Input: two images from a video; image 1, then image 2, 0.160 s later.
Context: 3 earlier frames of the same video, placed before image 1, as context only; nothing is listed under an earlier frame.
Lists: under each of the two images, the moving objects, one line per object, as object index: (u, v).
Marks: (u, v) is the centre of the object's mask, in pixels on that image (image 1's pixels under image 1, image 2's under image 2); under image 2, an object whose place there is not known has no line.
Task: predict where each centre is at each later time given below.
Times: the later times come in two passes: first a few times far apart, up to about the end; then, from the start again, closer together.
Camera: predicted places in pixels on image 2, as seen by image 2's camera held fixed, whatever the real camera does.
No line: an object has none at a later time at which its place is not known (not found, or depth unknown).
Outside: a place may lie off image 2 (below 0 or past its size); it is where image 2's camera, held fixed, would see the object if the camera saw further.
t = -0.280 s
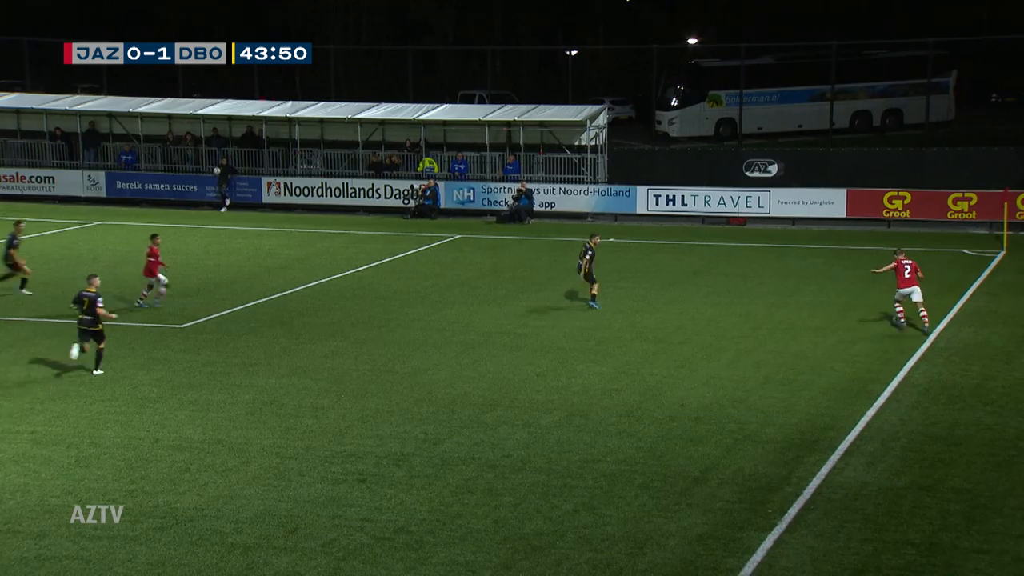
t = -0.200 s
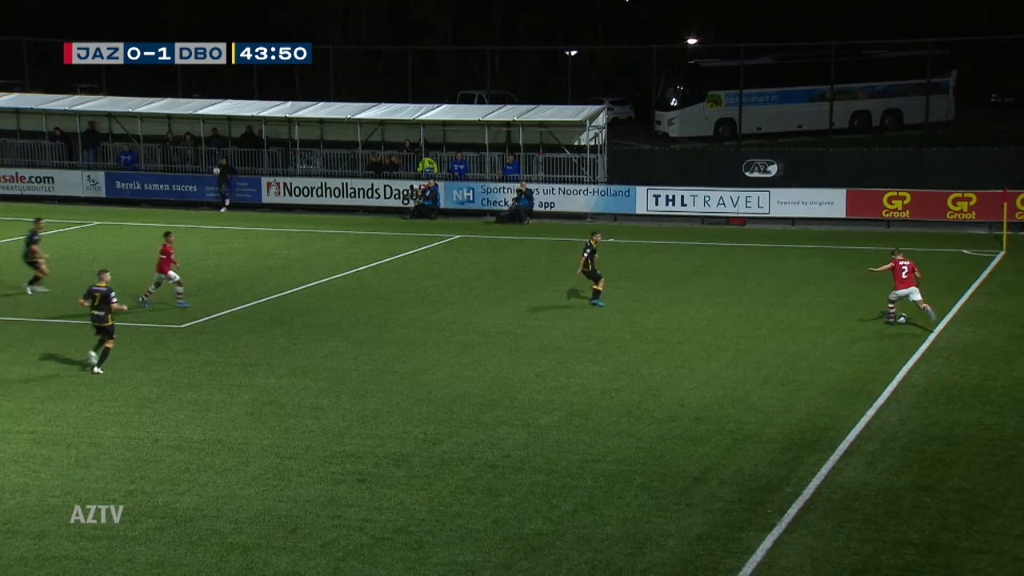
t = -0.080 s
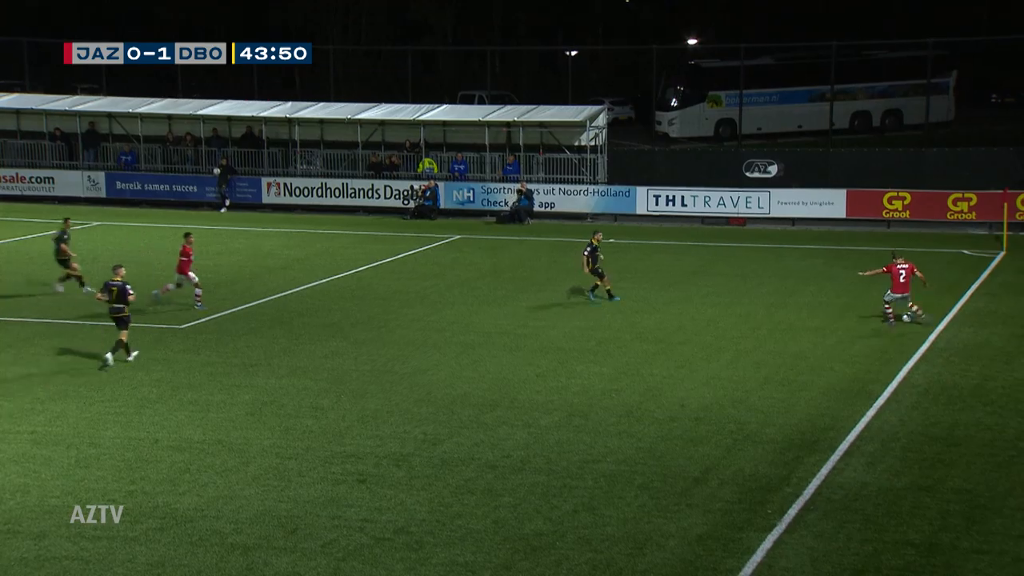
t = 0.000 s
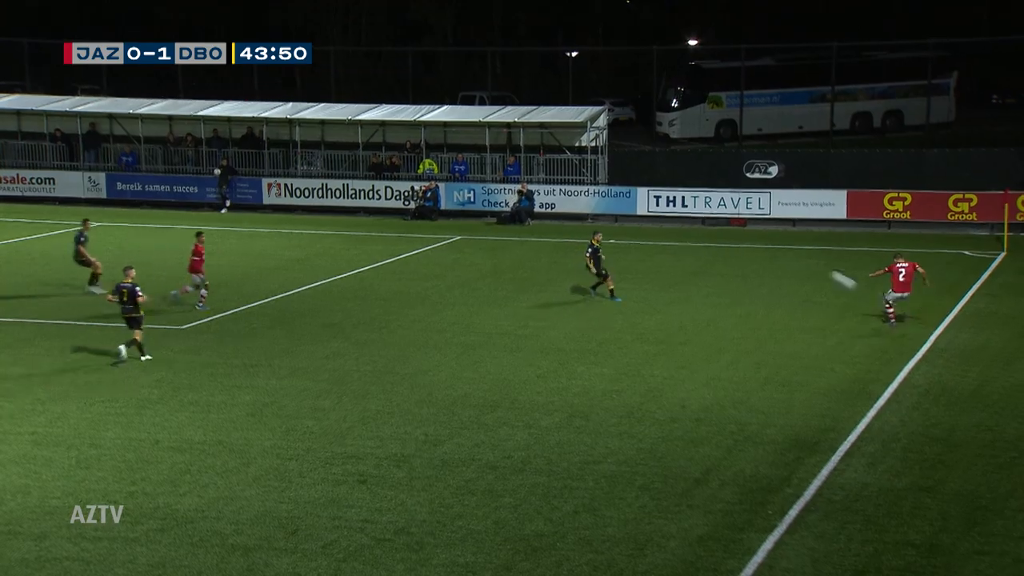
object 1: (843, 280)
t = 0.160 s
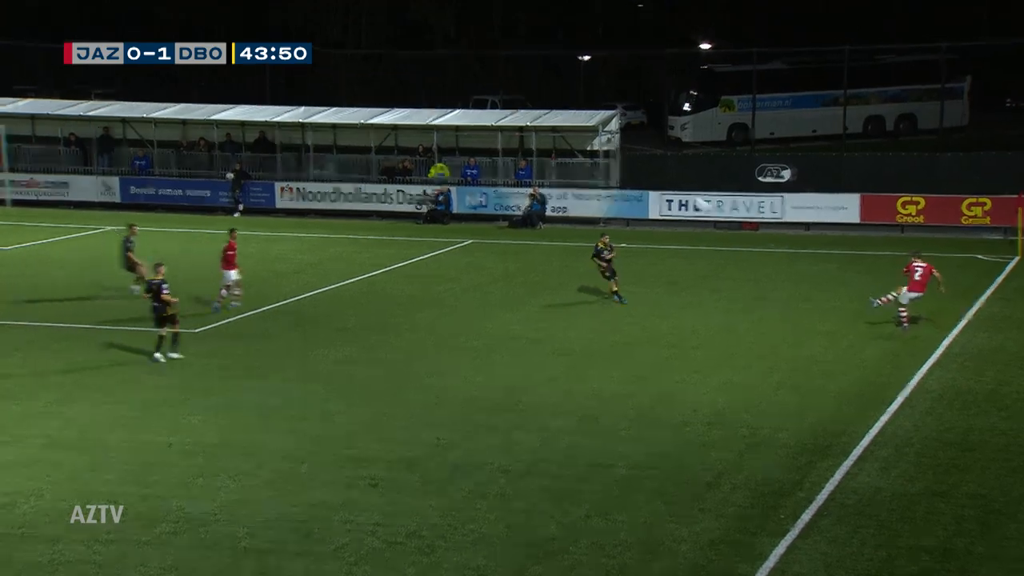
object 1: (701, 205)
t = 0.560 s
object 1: (402, 80)
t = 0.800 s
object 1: (245, 35)
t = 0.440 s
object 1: (486, 108)
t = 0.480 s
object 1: (455, 99)
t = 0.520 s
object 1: (429, 89)
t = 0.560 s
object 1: (402, 80)
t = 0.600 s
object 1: (376, 71)
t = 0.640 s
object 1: (348, 63)
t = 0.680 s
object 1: (322, 55)
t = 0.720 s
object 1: (296, 48)
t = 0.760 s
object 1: (272, 41)
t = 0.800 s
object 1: (245, 35)
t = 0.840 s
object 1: (219, 29)
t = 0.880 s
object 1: (193, 24)
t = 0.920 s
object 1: (168, 19)
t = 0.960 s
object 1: (142, 14)
